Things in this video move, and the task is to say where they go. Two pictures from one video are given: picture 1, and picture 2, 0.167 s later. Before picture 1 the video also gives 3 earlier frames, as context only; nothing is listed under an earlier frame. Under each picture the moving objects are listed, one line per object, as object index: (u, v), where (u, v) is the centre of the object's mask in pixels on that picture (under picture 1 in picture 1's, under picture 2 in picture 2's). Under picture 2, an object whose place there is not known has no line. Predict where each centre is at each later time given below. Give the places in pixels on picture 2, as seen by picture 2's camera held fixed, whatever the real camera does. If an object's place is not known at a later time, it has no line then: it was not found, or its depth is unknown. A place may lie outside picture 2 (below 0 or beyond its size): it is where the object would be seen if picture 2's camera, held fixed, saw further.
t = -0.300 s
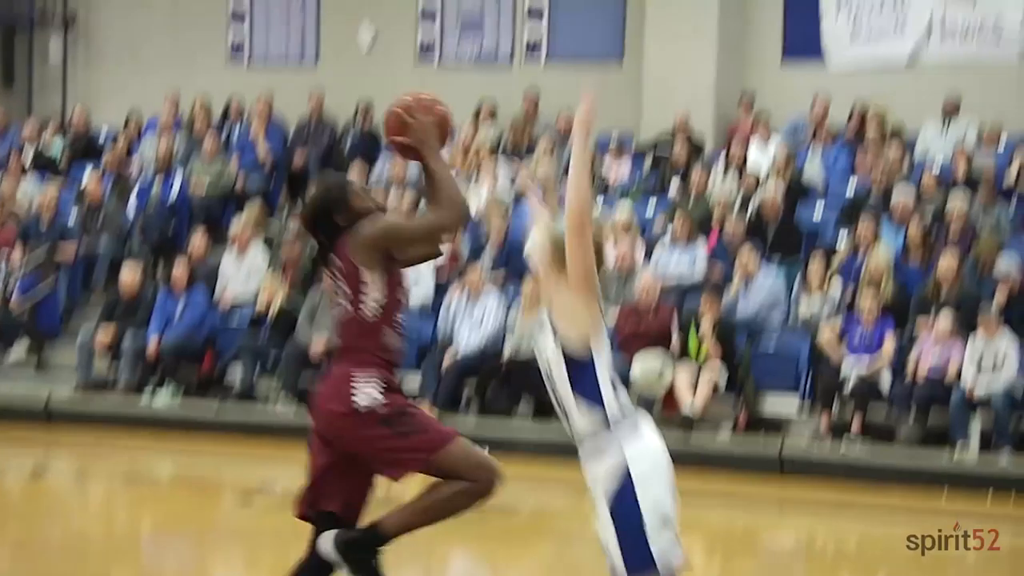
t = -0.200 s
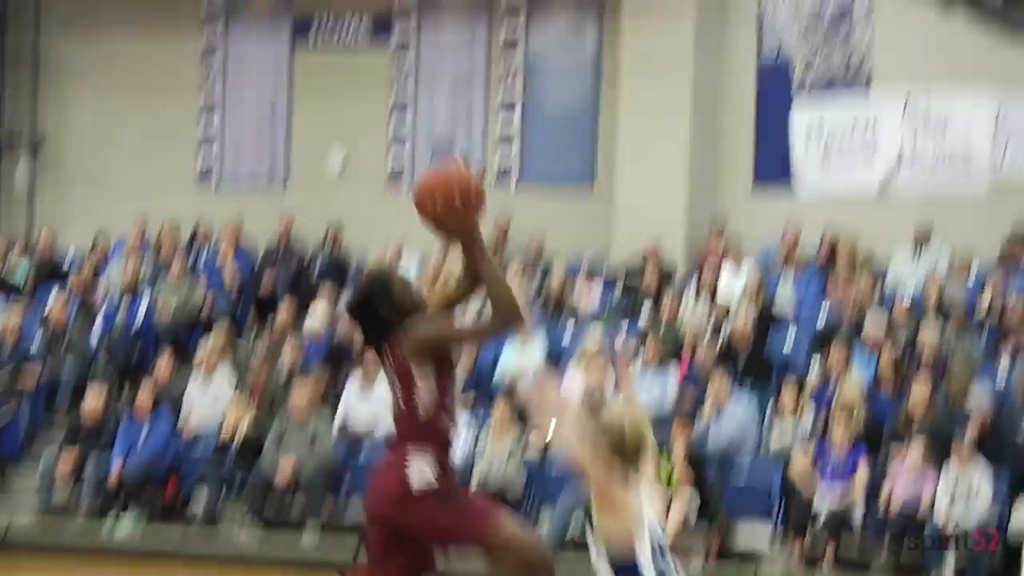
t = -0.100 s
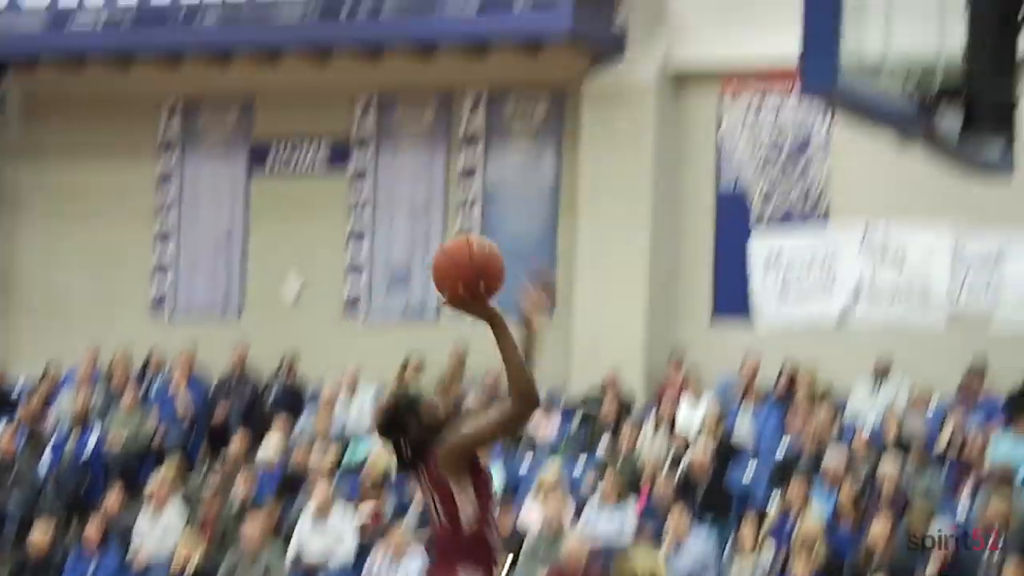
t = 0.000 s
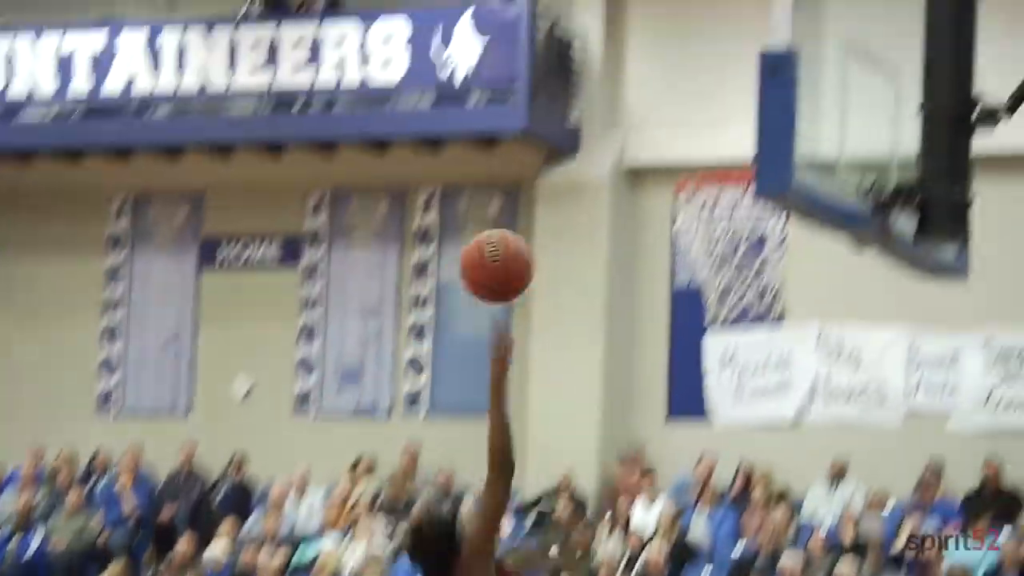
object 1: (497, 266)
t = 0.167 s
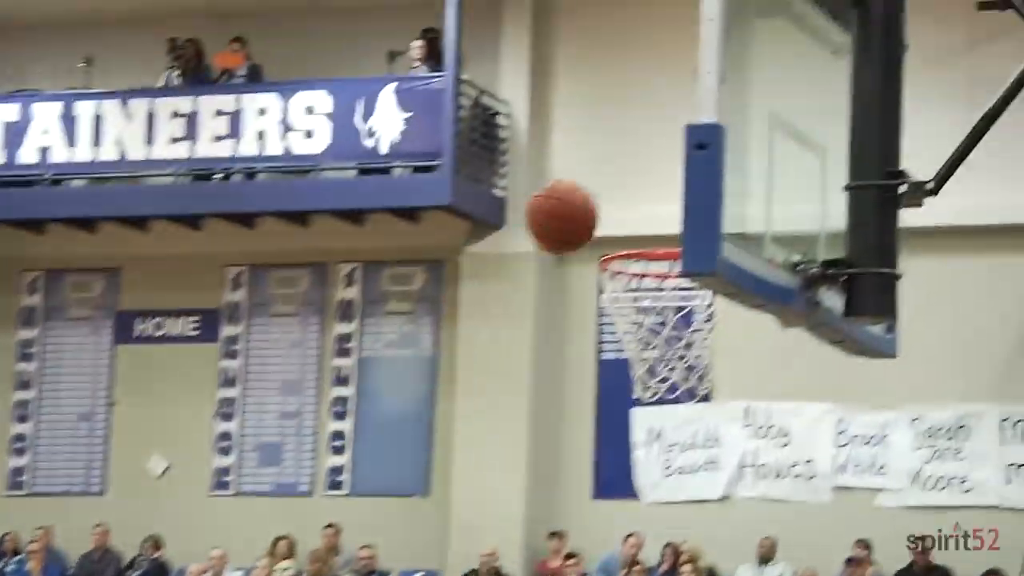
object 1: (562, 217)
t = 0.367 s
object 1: (738, 185)
